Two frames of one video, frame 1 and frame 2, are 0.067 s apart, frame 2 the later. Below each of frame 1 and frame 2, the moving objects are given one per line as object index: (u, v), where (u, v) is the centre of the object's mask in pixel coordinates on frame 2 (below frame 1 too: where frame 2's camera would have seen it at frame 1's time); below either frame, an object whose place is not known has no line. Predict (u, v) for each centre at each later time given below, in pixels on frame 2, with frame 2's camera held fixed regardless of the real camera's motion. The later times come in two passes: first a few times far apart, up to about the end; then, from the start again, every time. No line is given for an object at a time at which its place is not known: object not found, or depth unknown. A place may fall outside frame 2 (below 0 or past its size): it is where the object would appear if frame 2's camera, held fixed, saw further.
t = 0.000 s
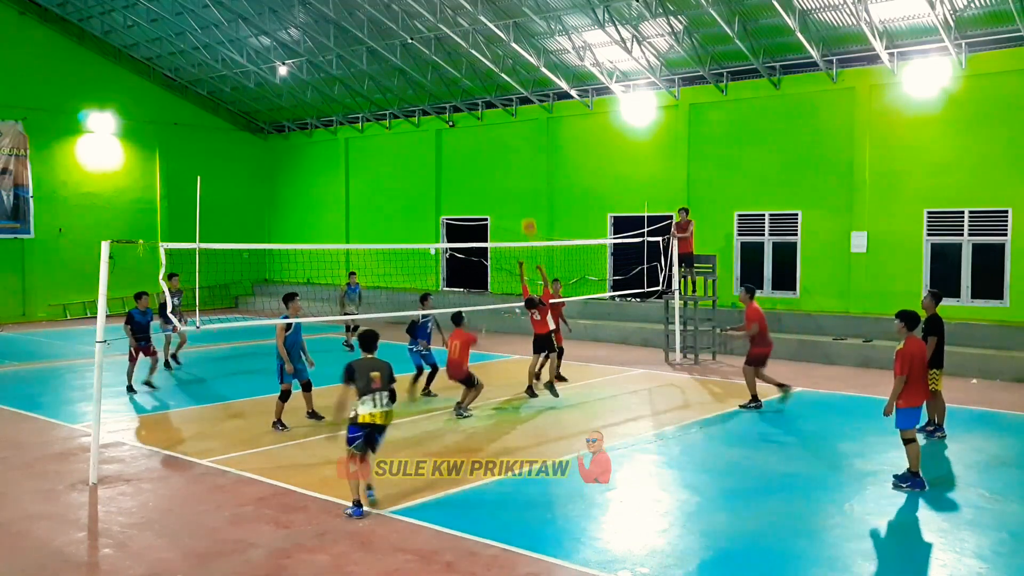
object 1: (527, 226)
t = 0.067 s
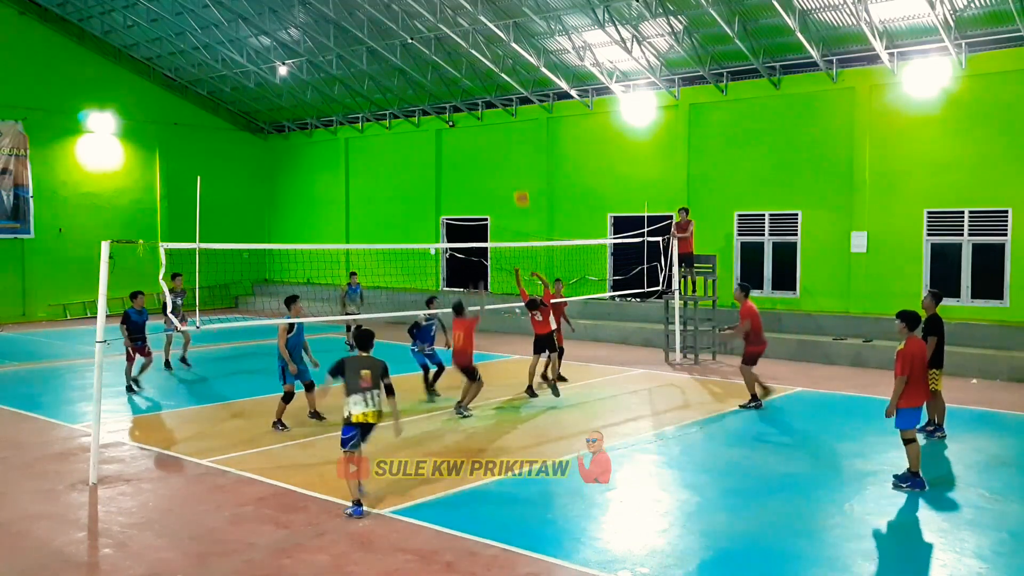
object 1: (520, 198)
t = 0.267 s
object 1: (498, 128)
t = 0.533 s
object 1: (468, 74)
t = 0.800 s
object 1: (432, 73)
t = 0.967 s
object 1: (409, 104)
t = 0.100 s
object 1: (517, 184)
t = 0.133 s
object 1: (513, 171)
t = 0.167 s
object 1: (509, 159)
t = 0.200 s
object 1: (506, 149)
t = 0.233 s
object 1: (502, 138)
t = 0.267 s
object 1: (498, 128)
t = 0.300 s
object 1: (495, 119)
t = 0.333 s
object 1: (491, 110)
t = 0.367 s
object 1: (487, 101)
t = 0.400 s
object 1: (483, 94)
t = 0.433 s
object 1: (479, 89)
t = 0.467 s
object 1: (476, 84)
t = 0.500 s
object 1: (471, 79)
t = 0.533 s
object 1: (468, 74)
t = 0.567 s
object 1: (463, 71)
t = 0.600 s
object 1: (459, 69)
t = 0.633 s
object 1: (456, 67)
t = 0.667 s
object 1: (451, 67)
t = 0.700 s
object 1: (447, 67)
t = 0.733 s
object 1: (442, 68)
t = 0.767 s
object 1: (438, 71)
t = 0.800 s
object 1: (432, 73)
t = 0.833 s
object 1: (428, 78)
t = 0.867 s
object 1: (423, 84)
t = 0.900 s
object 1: (419, 90)
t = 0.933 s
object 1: (414, 98)
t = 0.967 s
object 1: (409, 104)
